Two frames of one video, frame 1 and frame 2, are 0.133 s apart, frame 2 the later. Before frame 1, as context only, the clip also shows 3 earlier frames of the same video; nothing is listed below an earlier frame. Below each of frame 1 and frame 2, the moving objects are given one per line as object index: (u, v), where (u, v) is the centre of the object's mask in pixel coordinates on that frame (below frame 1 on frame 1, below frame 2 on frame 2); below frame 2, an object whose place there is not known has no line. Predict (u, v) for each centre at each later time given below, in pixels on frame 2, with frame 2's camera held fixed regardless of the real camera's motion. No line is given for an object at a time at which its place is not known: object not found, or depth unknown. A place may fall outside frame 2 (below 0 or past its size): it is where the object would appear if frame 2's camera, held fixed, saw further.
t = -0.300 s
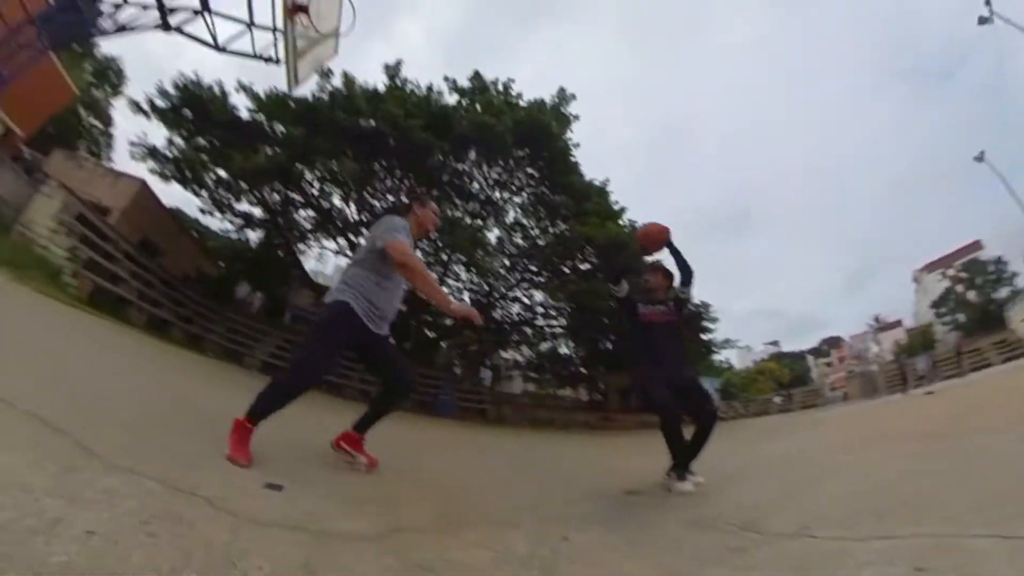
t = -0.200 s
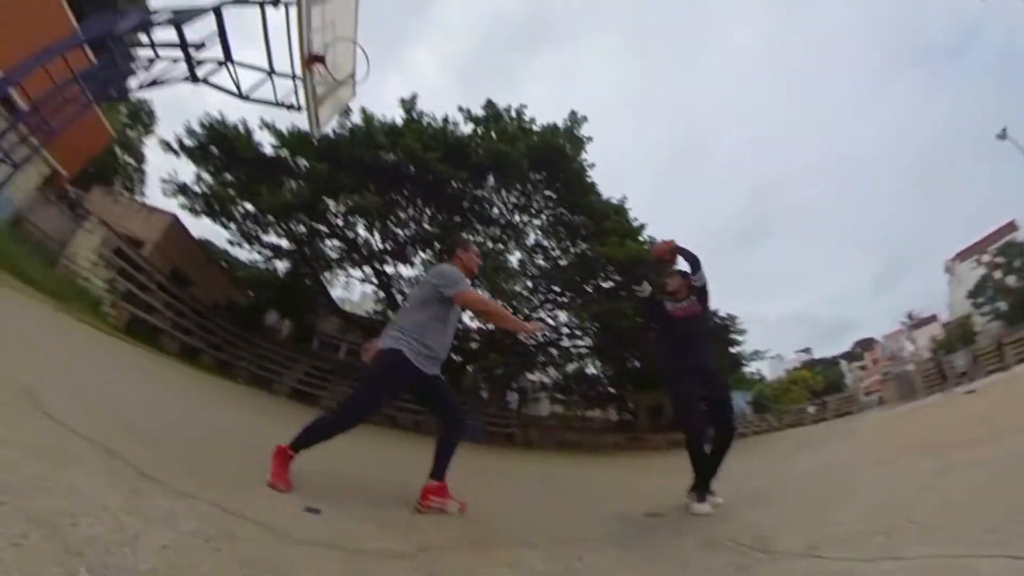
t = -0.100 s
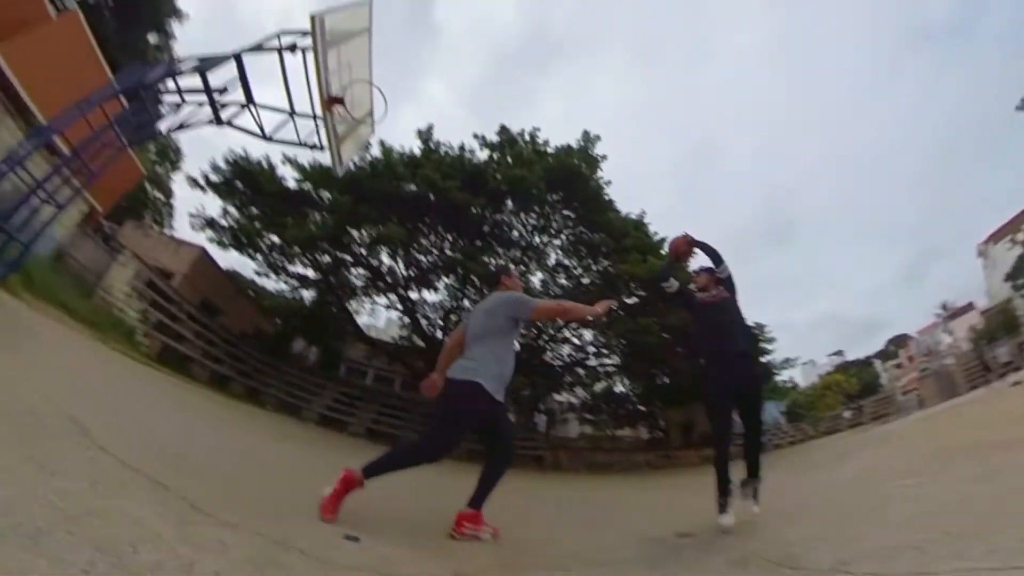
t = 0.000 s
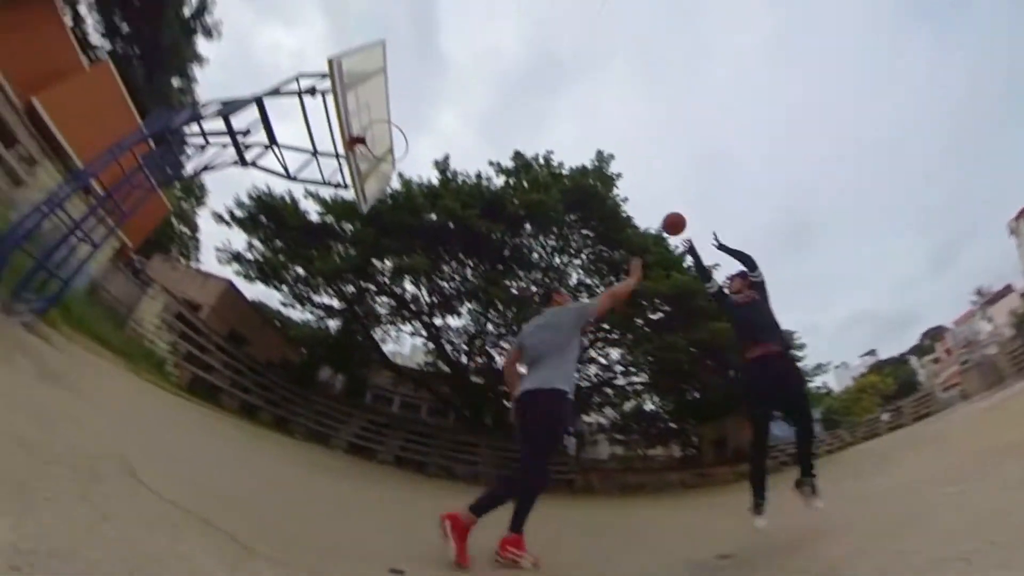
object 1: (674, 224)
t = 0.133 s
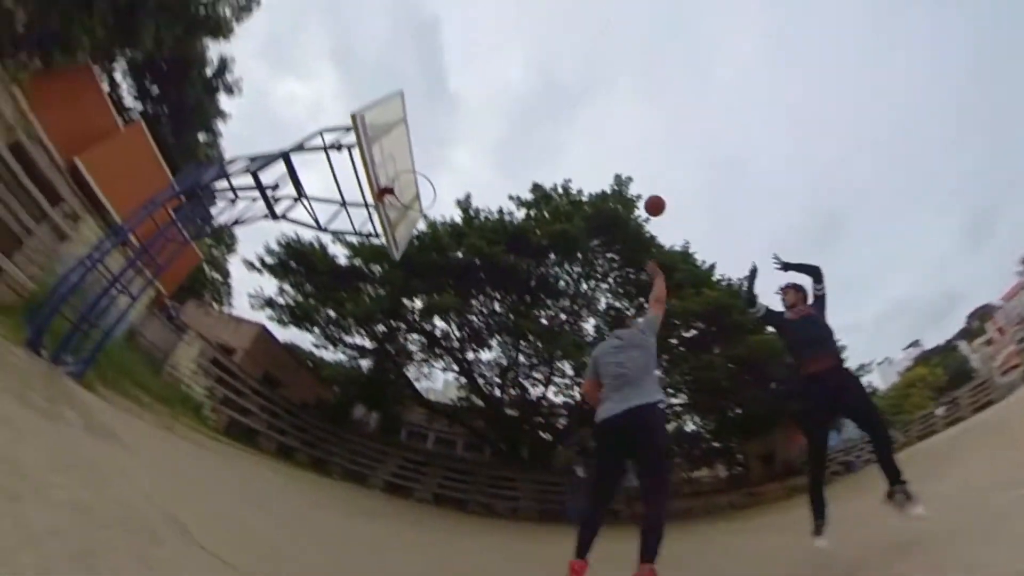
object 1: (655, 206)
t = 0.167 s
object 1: (647, 200)
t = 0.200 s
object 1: (635, 193)
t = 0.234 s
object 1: (627, 187)
